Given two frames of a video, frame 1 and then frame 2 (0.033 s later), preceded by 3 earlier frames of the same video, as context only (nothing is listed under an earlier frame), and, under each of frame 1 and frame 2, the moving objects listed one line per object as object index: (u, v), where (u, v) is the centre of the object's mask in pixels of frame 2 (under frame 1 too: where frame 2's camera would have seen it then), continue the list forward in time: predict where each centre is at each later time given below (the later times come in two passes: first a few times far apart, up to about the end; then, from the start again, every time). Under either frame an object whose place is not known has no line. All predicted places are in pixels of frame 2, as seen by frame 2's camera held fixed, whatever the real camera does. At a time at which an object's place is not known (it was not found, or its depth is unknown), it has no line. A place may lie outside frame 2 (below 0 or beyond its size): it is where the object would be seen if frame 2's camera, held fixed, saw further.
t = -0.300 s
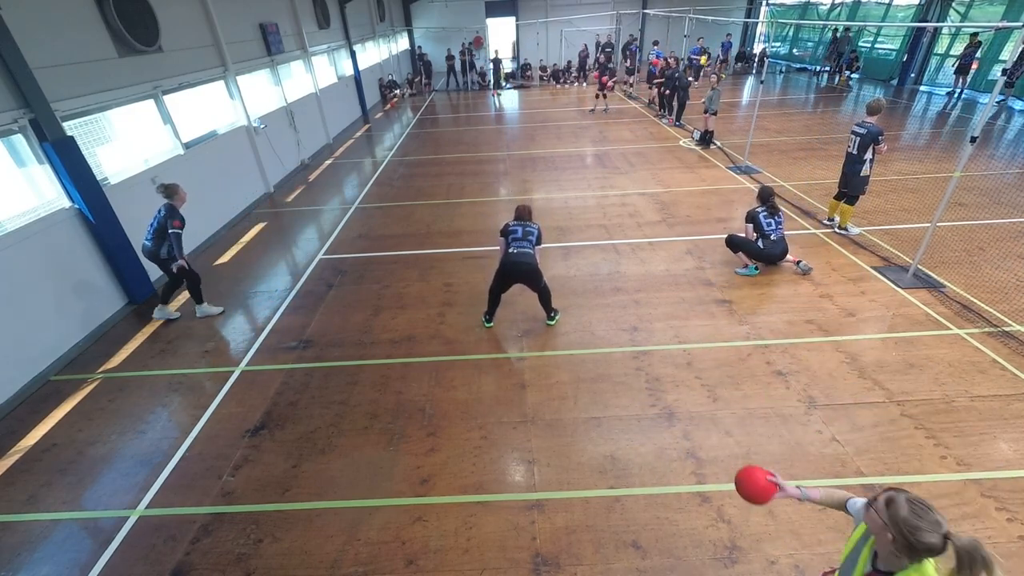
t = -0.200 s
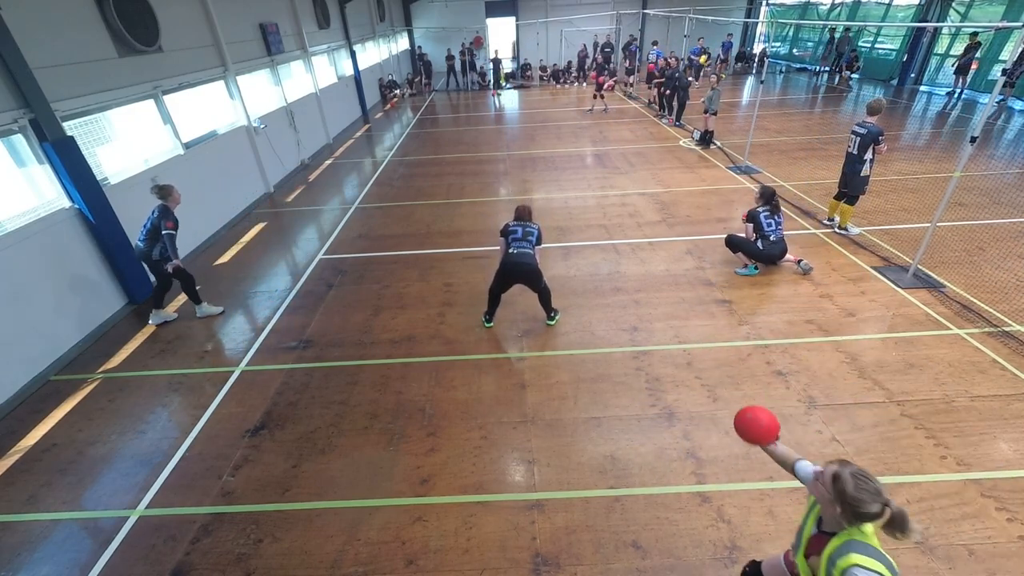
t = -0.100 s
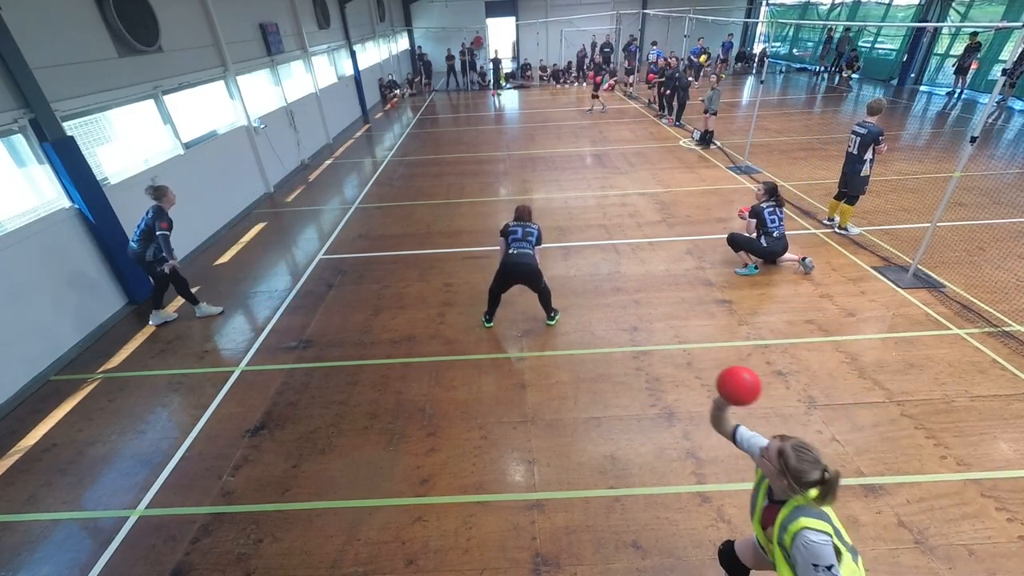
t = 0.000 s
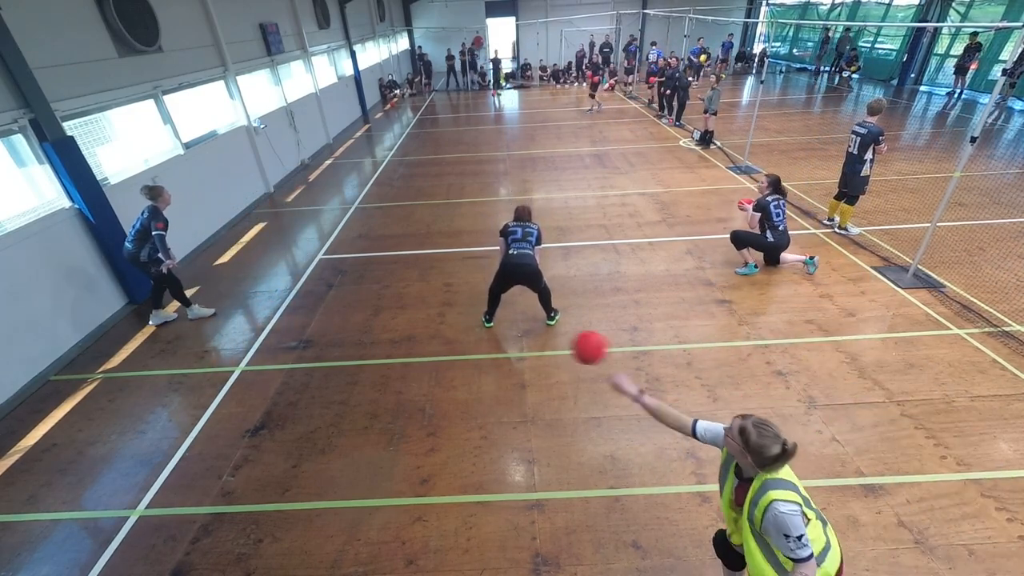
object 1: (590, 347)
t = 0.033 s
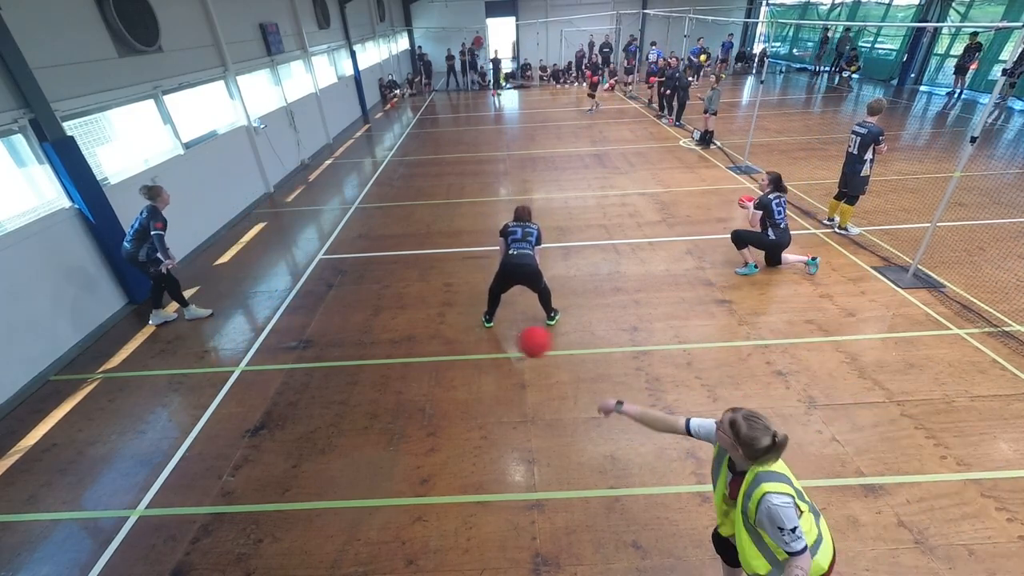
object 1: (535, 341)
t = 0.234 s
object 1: (338, 347)
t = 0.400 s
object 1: (261, 361)
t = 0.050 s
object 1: (511, 340)
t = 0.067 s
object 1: (488, 339)
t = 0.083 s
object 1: (468, 338)
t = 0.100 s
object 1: (449, 337)
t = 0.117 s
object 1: (431, 338)
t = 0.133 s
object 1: (415, 339)
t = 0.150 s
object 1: (400, 339)
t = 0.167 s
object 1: (386, 340)
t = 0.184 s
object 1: (372, 342)
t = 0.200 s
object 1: (360, 344)
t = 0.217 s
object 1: (348, 345)
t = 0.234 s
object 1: (338, 347)
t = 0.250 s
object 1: (328, 349)
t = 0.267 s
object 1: (318, 351)
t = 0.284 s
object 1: (309, 354)
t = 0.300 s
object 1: (301, 356)
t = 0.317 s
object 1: (293, 359)
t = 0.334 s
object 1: (286, 361)
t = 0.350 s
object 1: (279, 364)
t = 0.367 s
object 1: (273, 366)
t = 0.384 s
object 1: (268, 367)
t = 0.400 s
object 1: (261, 361)
